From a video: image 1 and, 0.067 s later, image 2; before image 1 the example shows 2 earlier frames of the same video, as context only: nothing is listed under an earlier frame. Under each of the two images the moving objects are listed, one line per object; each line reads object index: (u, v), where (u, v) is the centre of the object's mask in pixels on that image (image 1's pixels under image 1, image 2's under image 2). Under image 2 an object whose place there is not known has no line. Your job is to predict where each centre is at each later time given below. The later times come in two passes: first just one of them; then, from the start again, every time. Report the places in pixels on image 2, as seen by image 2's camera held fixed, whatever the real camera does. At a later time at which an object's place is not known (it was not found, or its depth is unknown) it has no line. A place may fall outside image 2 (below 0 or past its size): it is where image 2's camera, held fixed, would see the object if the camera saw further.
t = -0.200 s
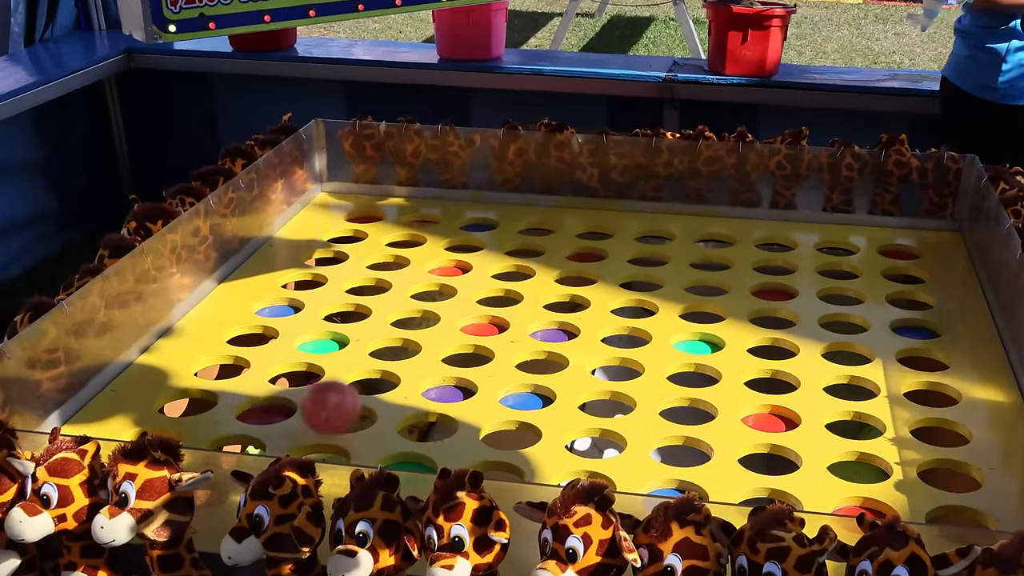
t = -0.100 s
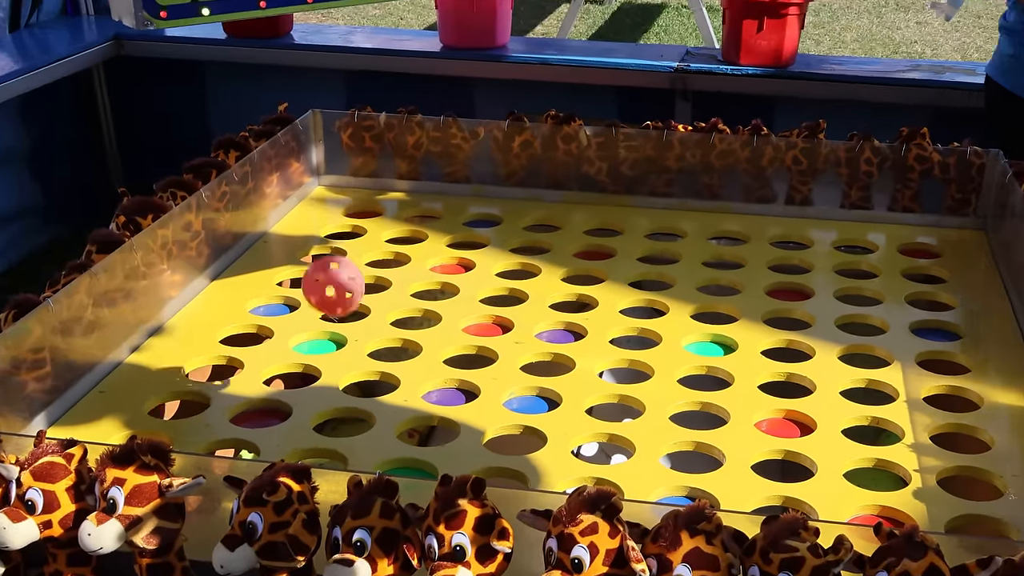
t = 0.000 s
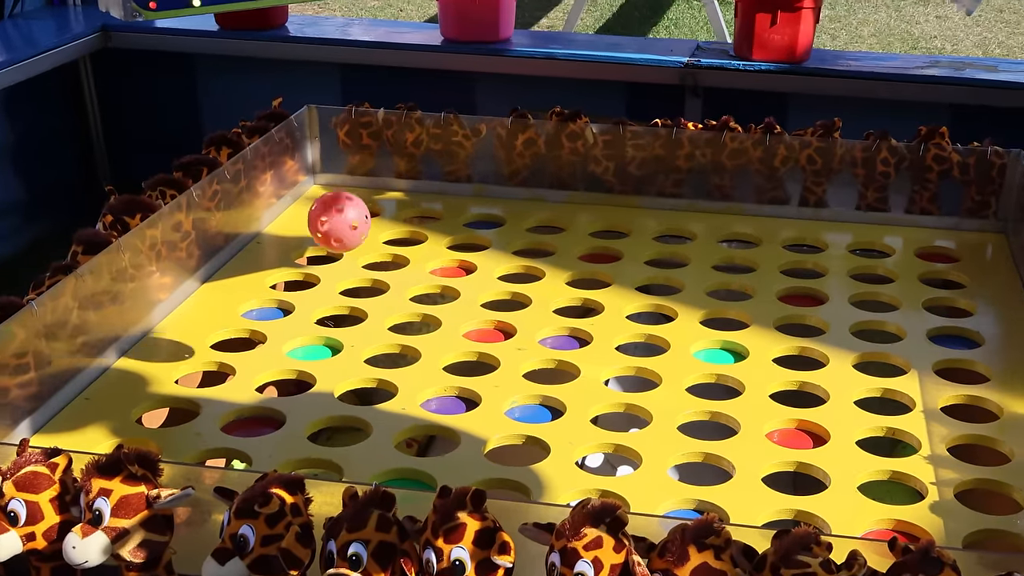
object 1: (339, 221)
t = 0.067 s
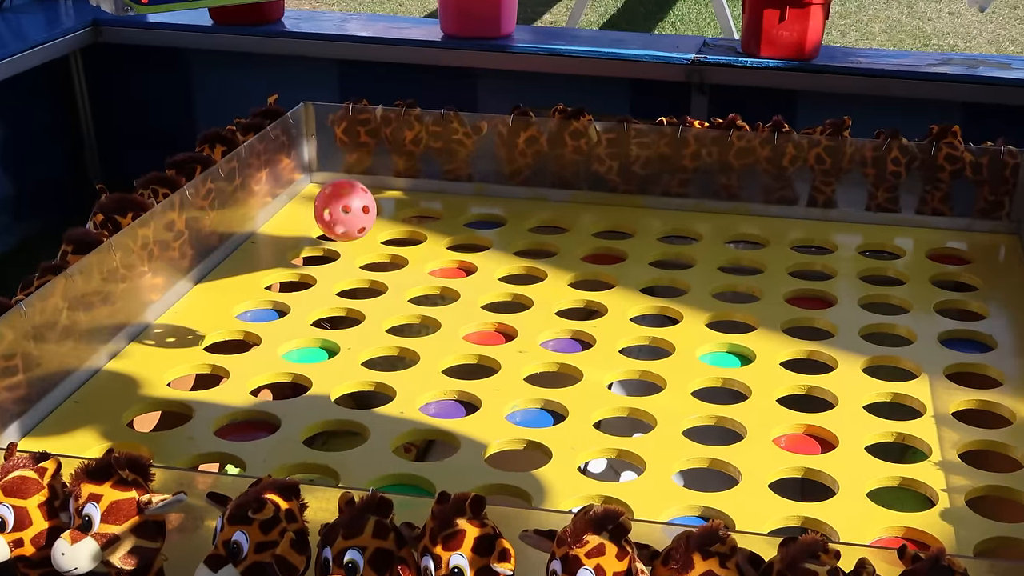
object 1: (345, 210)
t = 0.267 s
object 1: (378, 280)
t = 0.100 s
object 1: (349, 215)
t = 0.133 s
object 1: (355, 226)
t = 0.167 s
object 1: (360, 242)
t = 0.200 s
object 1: (366, 267)
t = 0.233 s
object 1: (372, 295)
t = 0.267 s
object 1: (378, 280)
